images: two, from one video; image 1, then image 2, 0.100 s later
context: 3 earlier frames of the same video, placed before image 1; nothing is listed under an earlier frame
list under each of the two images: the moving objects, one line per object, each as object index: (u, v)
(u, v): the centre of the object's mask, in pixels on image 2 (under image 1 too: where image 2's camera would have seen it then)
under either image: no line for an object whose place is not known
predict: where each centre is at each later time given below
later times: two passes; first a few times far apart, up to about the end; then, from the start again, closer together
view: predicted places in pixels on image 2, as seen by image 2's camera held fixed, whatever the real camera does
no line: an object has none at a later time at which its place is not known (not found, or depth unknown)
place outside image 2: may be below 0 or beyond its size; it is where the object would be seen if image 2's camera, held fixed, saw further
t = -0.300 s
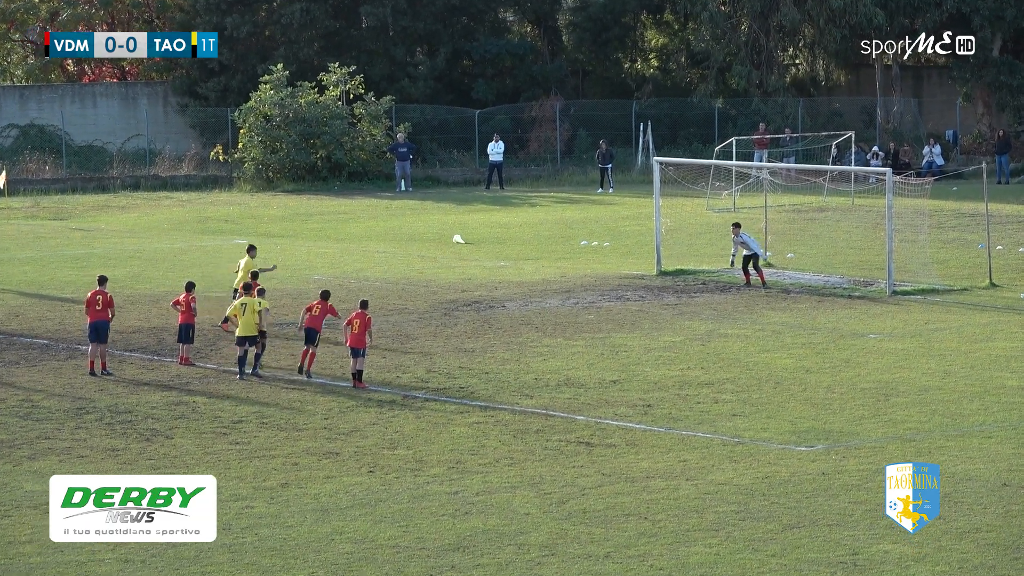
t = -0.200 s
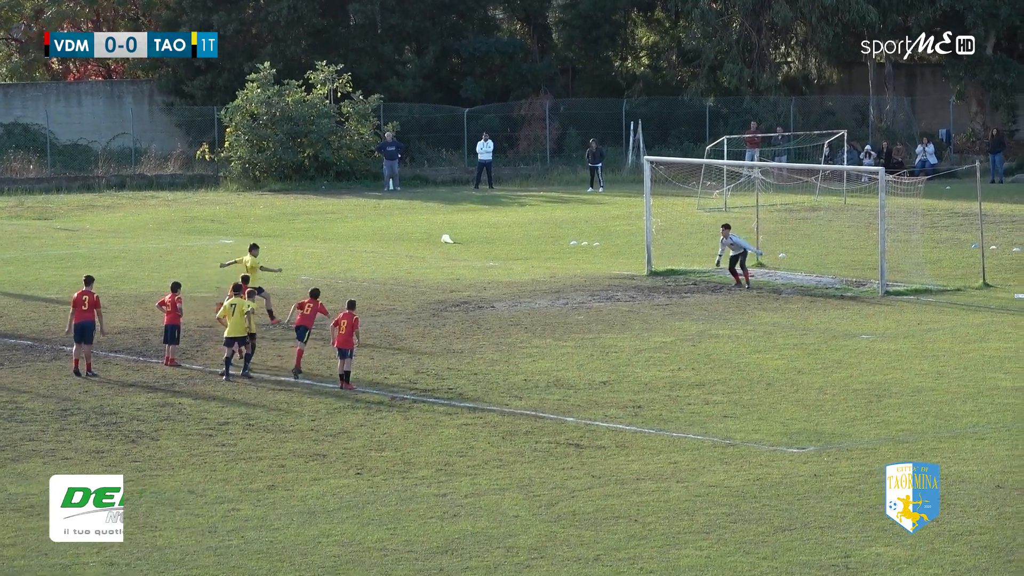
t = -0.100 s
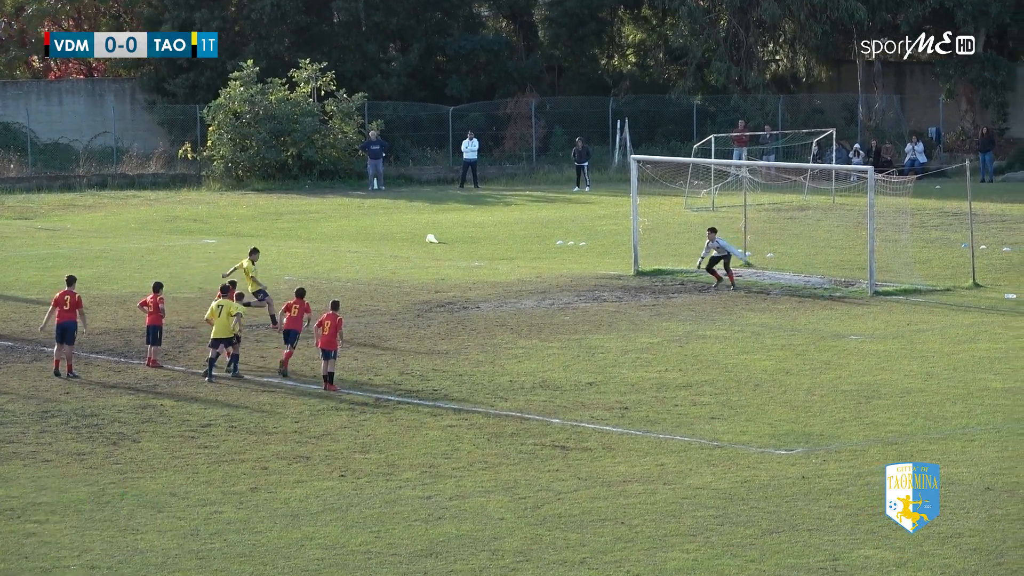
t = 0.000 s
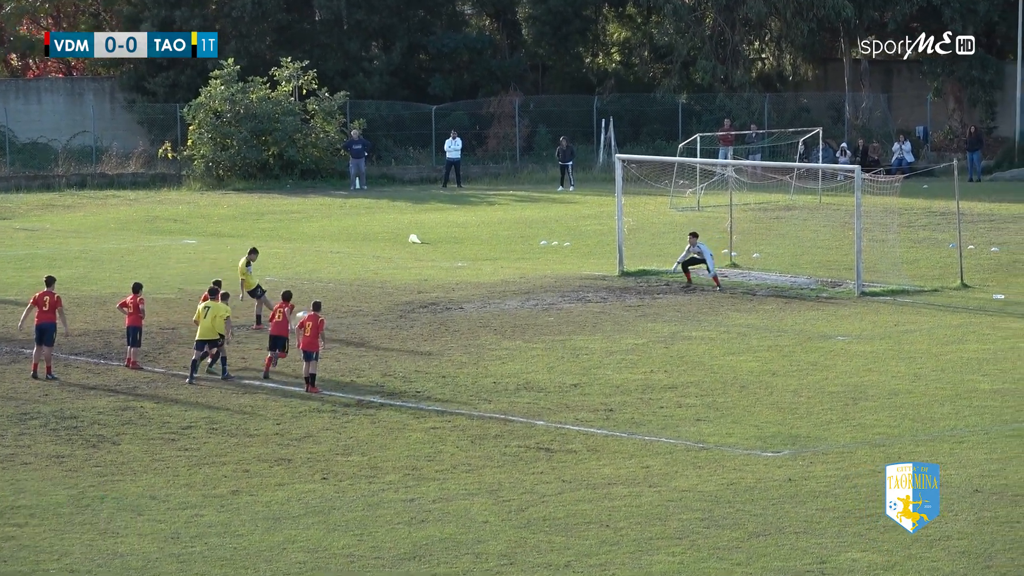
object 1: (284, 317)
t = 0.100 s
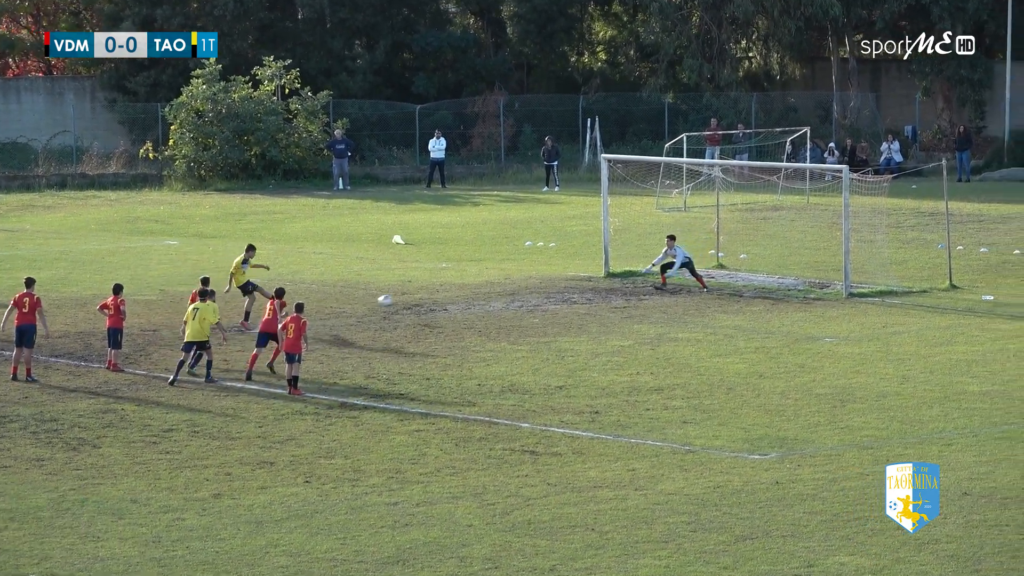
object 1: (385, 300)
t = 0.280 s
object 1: (540, 282)
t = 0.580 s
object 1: (749, 280)
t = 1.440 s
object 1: (792, 279)
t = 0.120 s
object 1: (403, 297)
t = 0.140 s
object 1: (421, 295)
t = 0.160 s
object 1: (439, 292)
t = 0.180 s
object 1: (457, 290)
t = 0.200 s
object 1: (474, 288)
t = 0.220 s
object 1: (490, 285)
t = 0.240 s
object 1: (508, 285)
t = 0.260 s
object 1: (523, 283)
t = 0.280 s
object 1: (540, 282)
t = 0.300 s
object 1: (556, 281)
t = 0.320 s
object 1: (572, 281)
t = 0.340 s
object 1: (587, 281)
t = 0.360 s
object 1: (603, 280)
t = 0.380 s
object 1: (617, 282)
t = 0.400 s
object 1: (633, 282)
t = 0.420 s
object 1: (647, 282)
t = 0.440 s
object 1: (661, 282)
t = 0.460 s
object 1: (674, 283)
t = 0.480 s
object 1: (688, 284)
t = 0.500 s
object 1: (702, 286)
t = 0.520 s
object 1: (716, 286)
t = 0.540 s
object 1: (727, 284)
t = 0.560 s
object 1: (738, 282)
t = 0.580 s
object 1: (749, 280)
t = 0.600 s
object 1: (760, 279)
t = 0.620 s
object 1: (770, 277)
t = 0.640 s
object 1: (782, 276)
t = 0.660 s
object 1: (792, 276)
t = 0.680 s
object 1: (801, 275)
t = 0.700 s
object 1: (810, 274)
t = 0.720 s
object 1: (818, 272)
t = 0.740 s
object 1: (824, 270)
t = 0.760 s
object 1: (830, 268)
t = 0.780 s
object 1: (833, 267)
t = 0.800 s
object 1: (834, 265)
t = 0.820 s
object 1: (833, 263)
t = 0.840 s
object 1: (832, 260)
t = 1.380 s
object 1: (795, 269)
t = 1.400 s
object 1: (794, 273)
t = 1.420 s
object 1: (793, 276)
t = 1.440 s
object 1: (792, 279)
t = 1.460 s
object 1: (791, 283)
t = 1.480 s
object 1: (789, 285)
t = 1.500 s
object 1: (790, 283)
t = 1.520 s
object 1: (790, 280)
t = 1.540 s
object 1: (790, 279)
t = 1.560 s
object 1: (791, 277)
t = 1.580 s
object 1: (792, 275)
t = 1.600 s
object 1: (792, 273)
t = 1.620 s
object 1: (793, 272)
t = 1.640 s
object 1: (794, 271)
